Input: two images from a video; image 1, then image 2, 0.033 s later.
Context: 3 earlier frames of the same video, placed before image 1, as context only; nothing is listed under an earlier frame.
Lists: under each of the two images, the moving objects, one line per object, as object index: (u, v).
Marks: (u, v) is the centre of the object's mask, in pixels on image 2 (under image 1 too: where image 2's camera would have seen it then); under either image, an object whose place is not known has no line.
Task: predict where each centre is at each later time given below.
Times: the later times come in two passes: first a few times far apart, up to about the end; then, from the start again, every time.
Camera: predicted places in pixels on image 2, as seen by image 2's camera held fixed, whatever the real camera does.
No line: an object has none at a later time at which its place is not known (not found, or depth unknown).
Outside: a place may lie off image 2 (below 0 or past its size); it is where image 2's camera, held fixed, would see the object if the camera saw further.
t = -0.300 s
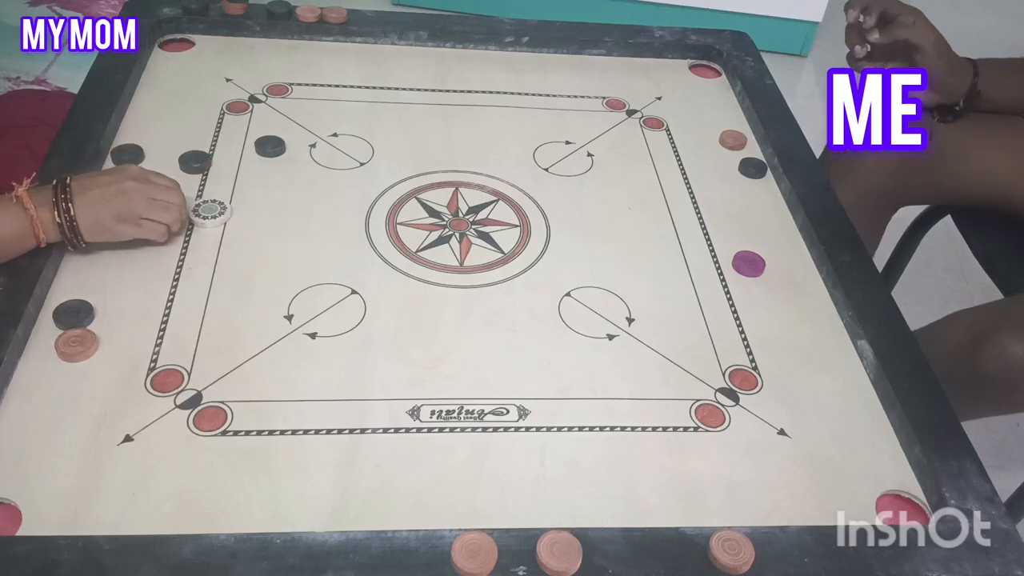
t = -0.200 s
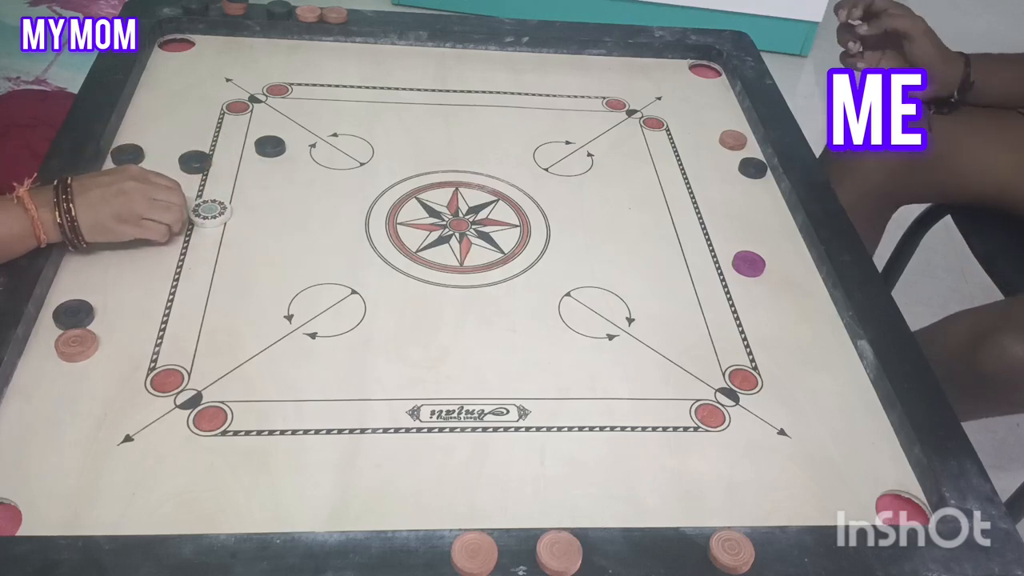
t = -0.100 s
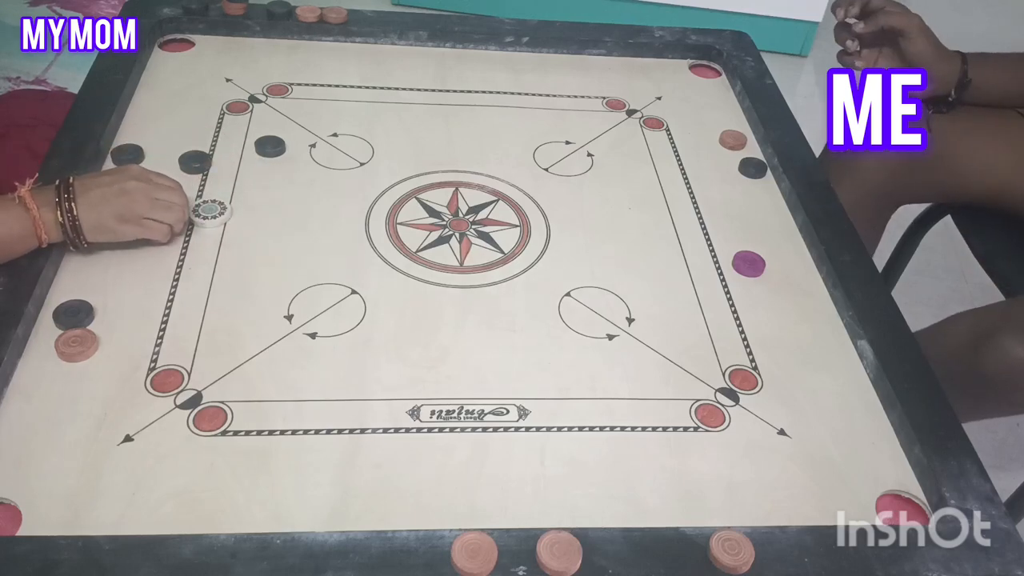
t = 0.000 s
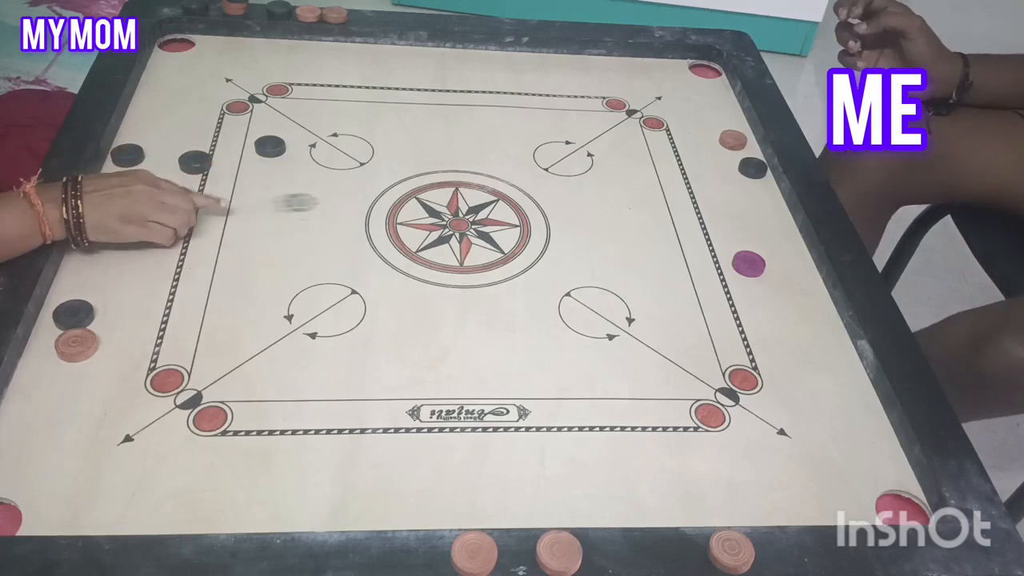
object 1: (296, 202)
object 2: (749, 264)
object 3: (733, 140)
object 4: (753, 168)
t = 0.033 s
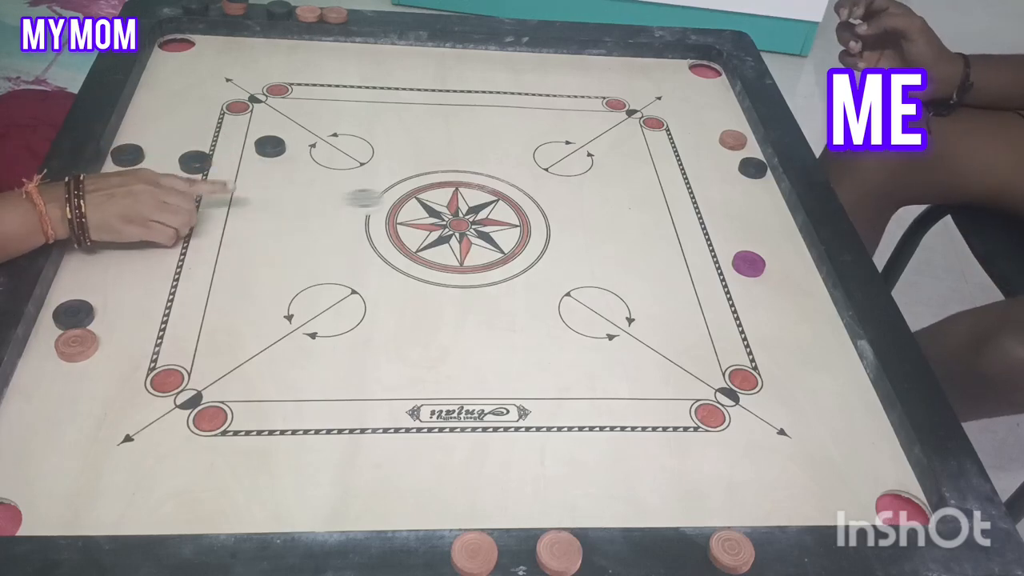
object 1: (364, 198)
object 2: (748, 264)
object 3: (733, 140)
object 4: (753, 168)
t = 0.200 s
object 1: (661, 179)
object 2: (749, 264)
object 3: (733, 140)
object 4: (753, 168)
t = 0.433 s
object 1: (736, 234)
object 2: (748, 264)
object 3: (682, 70)
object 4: (736, 144)
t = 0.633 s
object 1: (689, 271)
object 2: (802, 327)
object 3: (690, 95)
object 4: (733, 140)
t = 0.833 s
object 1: (657, 301)
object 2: (857, 389)
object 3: (705, 121)
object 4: (733, 140)
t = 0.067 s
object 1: (428, 196)
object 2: (749, 264)
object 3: (733, 140)
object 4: (753, 168)
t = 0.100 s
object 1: (491, 192)
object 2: (749, 264)
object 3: (733, 140)
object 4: (753, 168)
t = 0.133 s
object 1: (548, 187)
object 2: (749, 264)
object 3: (733, 140)
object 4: (753, 168)
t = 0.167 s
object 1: (603, 183)
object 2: (749, 264)
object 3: (733, 140)
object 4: (753, 168)
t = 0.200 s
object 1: (661, 179)
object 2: (749, 264)
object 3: (733, 140)
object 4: (753, 168)
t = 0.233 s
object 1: (714, 177)
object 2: (749, 264)
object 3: (733, 140)
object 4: (753, 168)
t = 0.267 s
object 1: (748, 184)
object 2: (749, 264)
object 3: (732, 139)
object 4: (746, 155)
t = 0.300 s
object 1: (764, 195)
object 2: (749, 264)
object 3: (721, 124)
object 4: (743, 151)
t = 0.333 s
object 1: (756, 204)
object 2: (749, 264)
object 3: (710, 108)
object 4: (740, 149)
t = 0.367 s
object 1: (750, 214)
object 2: (749, 264)
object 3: (700, 95)
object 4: (738, 147)
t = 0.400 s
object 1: (743, 224)
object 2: (748, 264)
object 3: (691, 83)
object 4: (737, 146)
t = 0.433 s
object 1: (736, 234)
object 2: (748, 264)
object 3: (682, 70)
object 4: (736, 144)
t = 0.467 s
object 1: (728, 242)
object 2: (753, 269)
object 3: (678, 64)
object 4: (735, 143)
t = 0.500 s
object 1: (719, 249)
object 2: (762, 281)
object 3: (679, 71)
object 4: (734, 142)
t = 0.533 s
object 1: (711, 254)
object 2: (771, 293)
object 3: (682, 77)
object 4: (733, 141)
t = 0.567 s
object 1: (703, 260)
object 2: (782, 305)
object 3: (685, 84)
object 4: (733, 141)
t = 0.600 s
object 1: (695, 266)
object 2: (792, 316)
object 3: (687, 89)
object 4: (733, 140)
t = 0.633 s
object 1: (689, 271)
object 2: (802, 327)
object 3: (690, 95)
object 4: (733, 140)
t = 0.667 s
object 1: (682, 276)
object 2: (812, 338)
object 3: (692, 100)
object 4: (733, 140)
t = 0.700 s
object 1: (676, 282)
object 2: (822, 349)
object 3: (695, 105)
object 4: (733, 140)
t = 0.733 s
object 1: (671, 287)
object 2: (832, 359)
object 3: (697, 109)
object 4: (733, 140)
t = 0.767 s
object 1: (666, 292)
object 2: (843, 370)
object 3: (700, 113)
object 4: (733, 140)
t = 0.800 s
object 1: (662, 297)
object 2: (853, 380)
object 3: (702, 117)
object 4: (733, 140)
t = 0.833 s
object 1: (657, 301)
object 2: (857, 389)
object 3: (705, 121)
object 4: (733, 140)
